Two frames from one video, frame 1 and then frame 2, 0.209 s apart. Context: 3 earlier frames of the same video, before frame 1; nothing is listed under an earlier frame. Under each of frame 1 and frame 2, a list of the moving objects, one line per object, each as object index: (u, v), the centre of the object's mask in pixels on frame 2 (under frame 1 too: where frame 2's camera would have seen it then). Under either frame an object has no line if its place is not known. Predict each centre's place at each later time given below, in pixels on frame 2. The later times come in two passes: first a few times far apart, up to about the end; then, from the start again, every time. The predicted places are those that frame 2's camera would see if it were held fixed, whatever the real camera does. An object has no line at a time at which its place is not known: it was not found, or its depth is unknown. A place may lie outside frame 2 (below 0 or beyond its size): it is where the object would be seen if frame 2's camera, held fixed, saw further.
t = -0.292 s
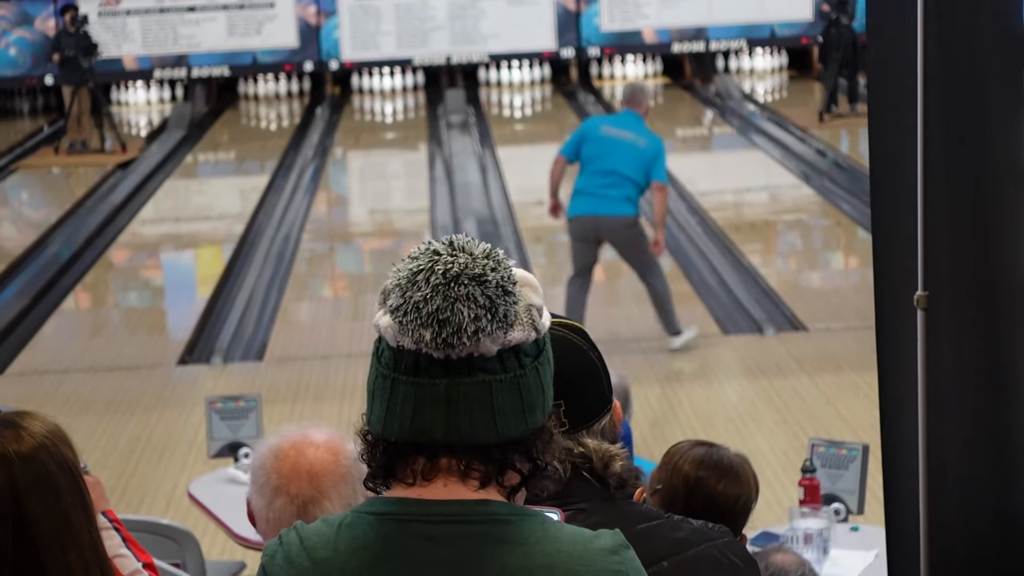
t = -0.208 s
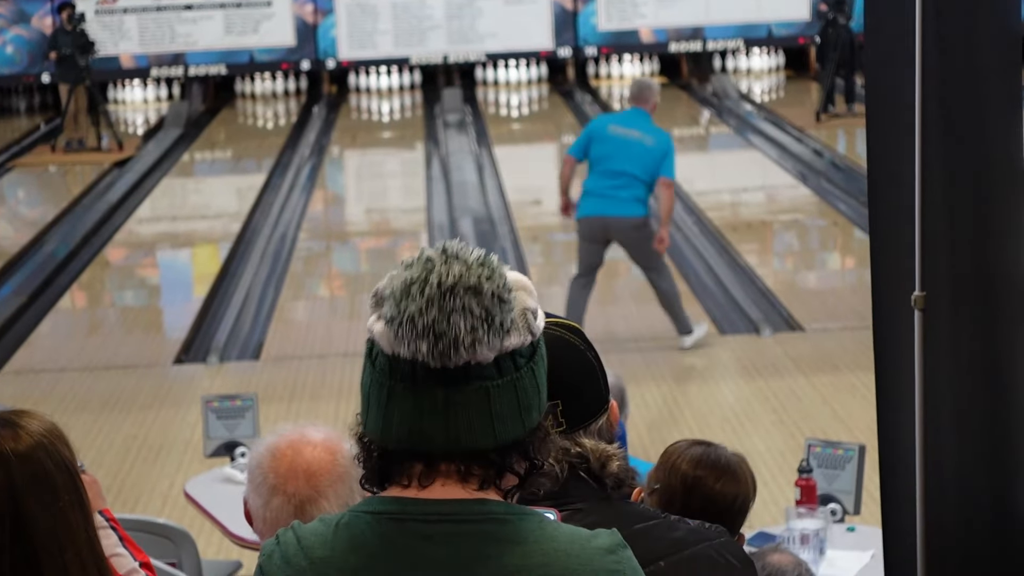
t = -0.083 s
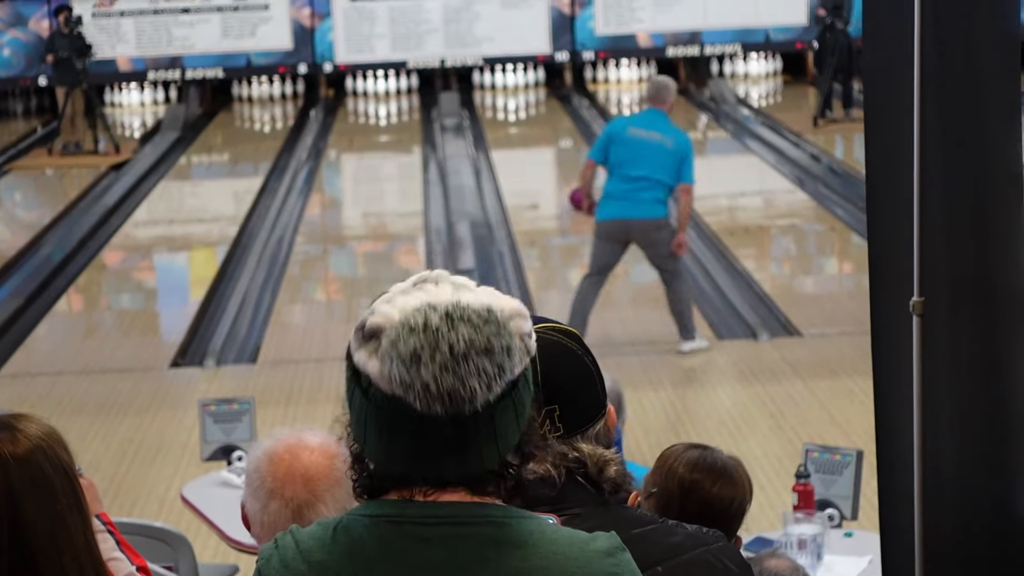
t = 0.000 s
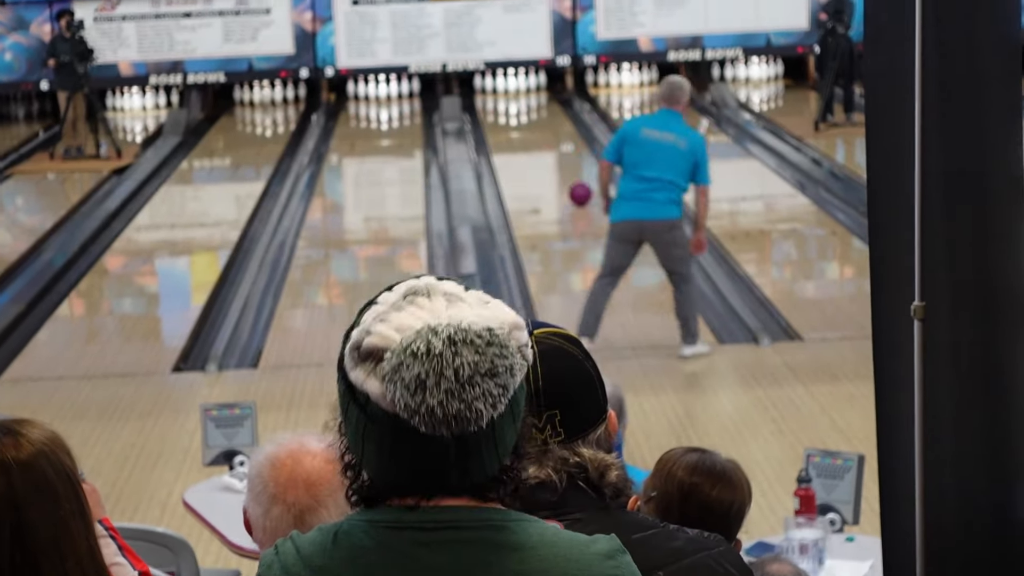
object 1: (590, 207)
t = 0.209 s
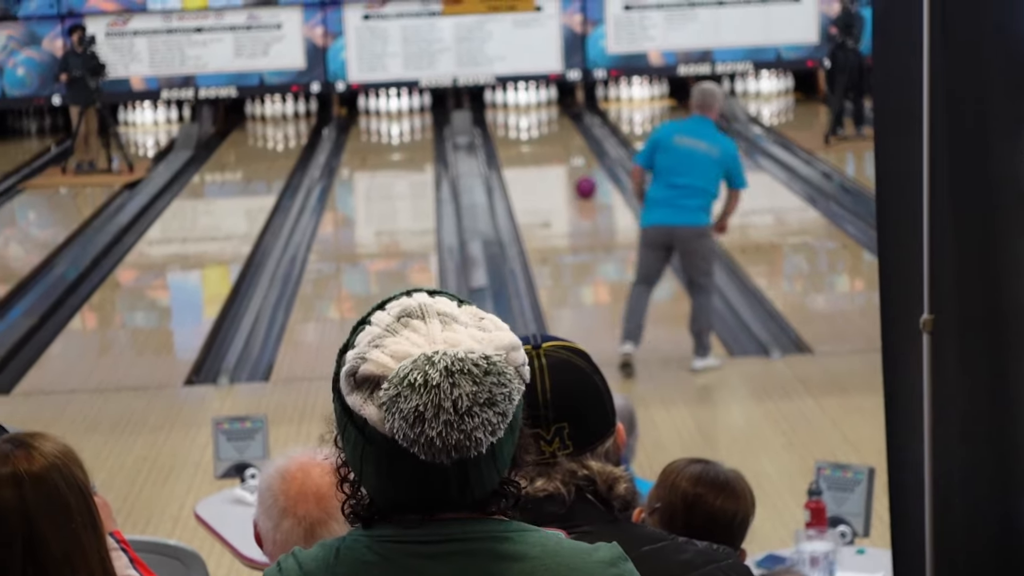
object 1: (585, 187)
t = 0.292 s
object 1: (584, 179)
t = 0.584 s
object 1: (577, 158)
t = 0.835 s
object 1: (571, 143)
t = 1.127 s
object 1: (561, 127)
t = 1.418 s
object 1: (547, 115)
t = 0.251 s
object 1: (585, 183)
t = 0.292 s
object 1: (584, 179)
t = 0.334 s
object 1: (583, 177)
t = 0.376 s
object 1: (582, 174)
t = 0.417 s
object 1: (581, 171)
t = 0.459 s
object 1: (580, 167)
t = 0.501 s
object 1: (579, 164)
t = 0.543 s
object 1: (578, 161)
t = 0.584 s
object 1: (577, 158)
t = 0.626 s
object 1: (576, 155)
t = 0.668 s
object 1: (575, 153)
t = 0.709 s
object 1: (574, 150)
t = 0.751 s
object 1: (573, 148)
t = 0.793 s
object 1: (572, 145)
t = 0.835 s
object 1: (571, 143)
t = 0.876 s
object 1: (570, 140)
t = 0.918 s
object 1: (568, 138)
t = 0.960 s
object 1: (567, 135)
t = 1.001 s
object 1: (566, 133)
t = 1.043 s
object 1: (564, 131)
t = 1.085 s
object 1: (563, 129)
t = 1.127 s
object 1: (561, 127)
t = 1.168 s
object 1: (560, 125)
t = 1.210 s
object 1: (558, 124)
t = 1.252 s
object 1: (556, 122)
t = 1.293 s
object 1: (555, 120)
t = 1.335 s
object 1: (552, 118)
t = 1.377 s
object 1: (550, 117)
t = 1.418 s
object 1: (547, 115)
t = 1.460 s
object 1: (545, 113)
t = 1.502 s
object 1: (543, 112)
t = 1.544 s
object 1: (540, 110)
